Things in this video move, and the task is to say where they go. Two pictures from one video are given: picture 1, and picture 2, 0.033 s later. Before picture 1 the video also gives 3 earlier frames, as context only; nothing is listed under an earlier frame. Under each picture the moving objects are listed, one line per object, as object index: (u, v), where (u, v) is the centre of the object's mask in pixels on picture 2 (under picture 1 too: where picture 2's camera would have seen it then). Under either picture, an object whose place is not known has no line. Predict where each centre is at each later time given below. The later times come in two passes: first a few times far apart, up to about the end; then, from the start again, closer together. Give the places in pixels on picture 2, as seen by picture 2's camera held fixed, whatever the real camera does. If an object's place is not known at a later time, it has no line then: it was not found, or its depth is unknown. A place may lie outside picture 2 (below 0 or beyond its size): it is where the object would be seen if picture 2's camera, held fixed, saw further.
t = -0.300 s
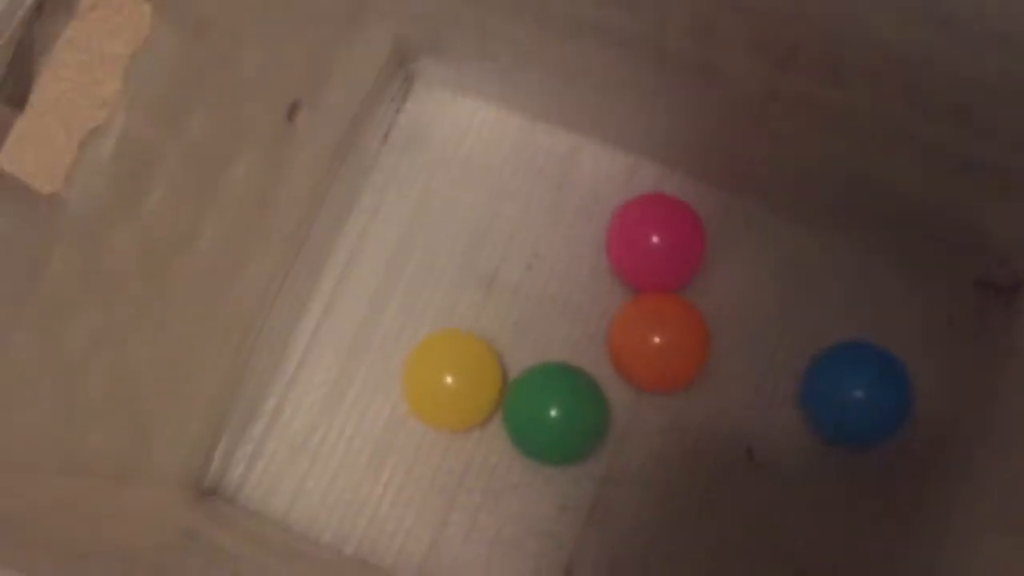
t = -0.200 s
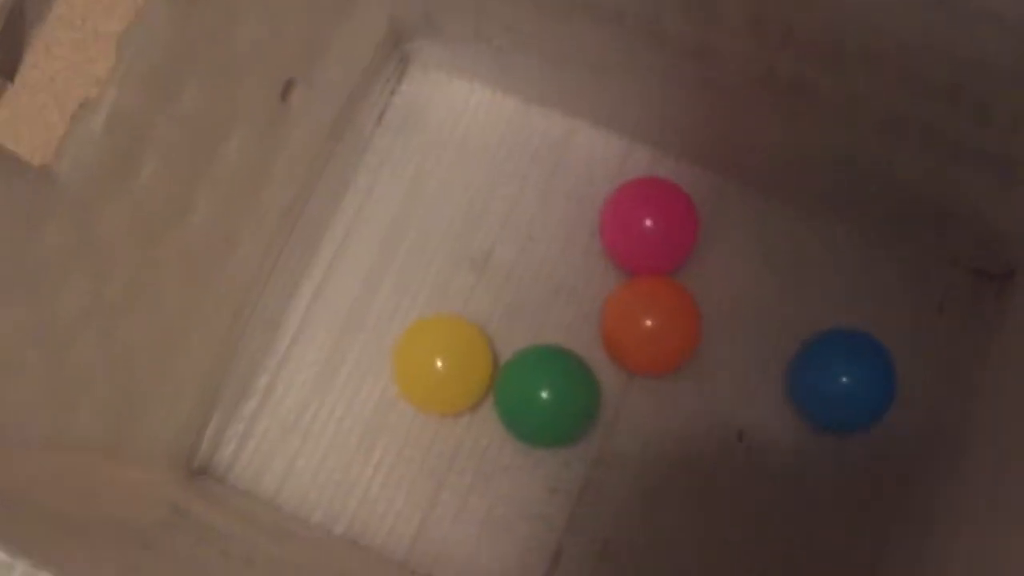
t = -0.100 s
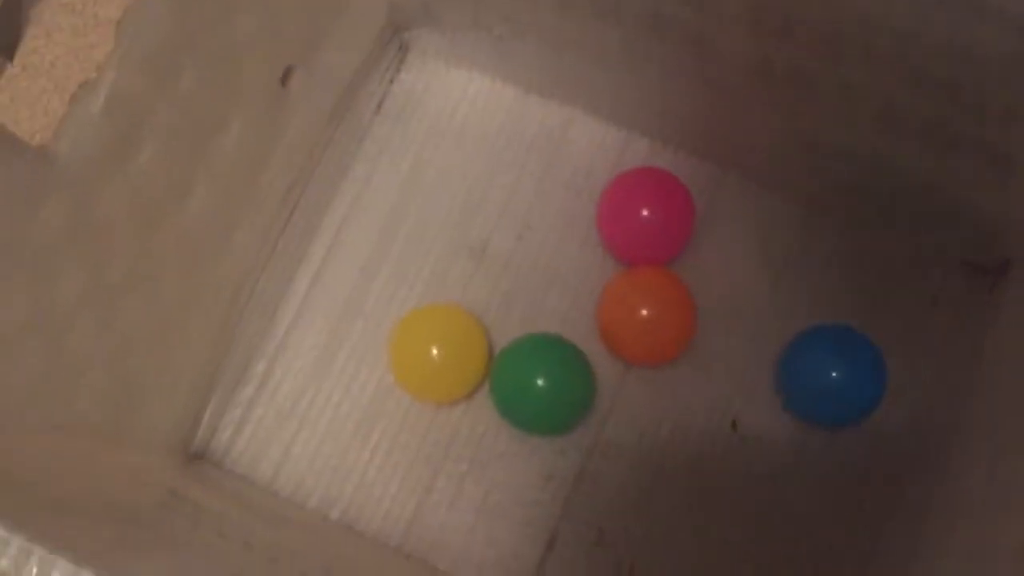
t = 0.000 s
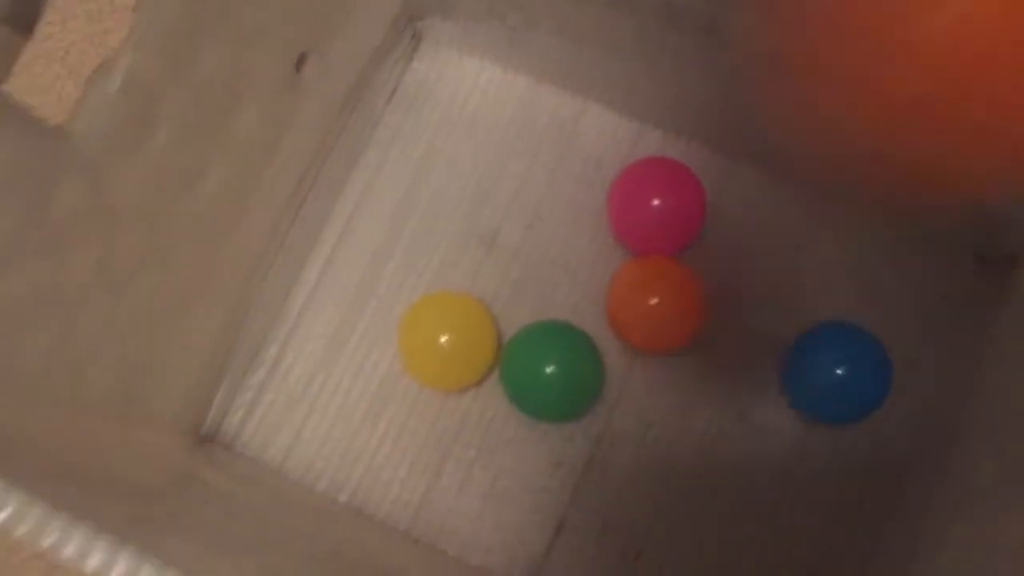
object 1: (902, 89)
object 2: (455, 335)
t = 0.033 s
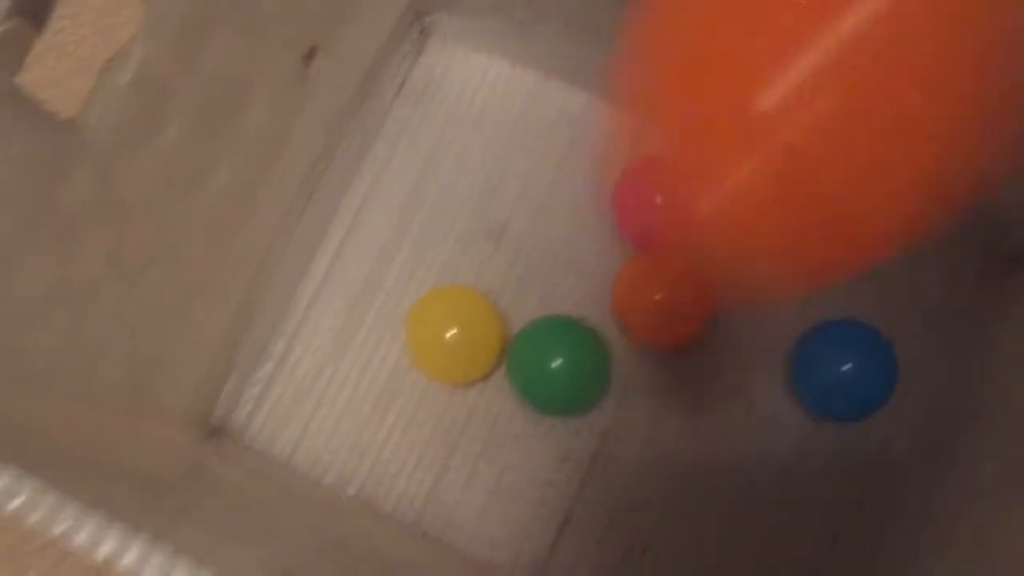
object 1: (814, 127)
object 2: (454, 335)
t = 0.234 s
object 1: (477, 451)
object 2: (455, 334)
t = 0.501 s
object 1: (349, 445)
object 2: (455, 334)
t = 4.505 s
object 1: (515, 215)
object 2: (489, 364)
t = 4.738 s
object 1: (509, 221)
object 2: (518, 382)
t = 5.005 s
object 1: (514, 211)
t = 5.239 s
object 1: (520, 201)
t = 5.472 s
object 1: (515, 202)
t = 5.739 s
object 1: (516, 208)
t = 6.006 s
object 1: (512, 218)
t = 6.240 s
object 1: (512, 218)
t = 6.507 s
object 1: (514, 210)
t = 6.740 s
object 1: (516, 208)
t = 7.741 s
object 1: (475, 147)
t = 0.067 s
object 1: (676, 197)
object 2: (455, 335)
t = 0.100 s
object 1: (575, 309)
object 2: (444, 336)
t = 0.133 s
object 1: (537, 367)
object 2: (438, 329)
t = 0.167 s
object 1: (511, 414)
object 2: (450, 329)
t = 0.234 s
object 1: (477, 451)
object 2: (455, 334)
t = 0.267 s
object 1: (444, 452)
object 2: (455, 334)
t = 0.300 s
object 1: (408, 456)
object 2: (455, 334)
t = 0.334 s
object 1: (379, 464)
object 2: (456, 334)
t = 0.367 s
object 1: (353, 473)
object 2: (455, 334)
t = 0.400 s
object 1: (336, 476)
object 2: (455, 334)
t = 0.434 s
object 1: (335, 463)
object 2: (455, 334)
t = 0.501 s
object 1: (349, 445)
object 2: (455, 334)
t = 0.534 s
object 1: (364, 439)
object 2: (456, 334)
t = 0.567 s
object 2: (456, 334)
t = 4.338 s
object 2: (469, 331)
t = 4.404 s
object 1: (520, 212)
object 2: (476, 348)
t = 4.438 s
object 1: (518, 213)
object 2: (479, 354)
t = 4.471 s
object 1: (516, 214)
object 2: (485, 359)
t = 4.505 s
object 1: (515, 215)
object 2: (489, 364)
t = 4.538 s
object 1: (513, 217)
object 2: (492, 369)
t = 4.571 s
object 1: (511, 218)
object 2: (498, 374)
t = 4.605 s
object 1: (510, 219)
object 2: (501, 375)
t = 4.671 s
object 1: (508, 220)
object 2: (509, 380)
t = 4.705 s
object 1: (508, 220)
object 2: (514, 381)
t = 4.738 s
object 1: (509, 221)
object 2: (518, 382)
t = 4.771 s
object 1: (511, 221)
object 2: (524, 383)
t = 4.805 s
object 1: (512, 221)
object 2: (529, 381)
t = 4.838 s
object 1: (513, 221)
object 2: (534, 380)
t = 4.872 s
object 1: (513, 219)
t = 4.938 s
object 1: (513, 215)
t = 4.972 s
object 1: (513, 213)
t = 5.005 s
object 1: (514, 211)
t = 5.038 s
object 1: (515, 209)
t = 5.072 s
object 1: (516, 207)
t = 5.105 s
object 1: (516, 206)
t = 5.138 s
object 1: (518, 205)
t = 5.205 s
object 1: (519, 204)
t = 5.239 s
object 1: (520, 201)
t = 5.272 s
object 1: (521, 201)
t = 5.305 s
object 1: (520, 201)
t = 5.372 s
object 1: (518, 202)
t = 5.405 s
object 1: (517, 202)
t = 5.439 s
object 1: (516, 202)
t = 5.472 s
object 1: (515, 202)
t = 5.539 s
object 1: (517, 203)
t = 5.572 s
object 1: (515, 202)
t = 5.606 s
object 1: (515, 203)
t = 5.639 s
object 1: (515, 204)
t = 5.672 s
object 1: (516, 205)
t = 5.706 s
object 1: (516, 206)
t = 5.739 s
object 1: (516, 208)
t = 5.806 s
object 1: (515, 211)
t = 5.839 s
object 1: (514, 212)
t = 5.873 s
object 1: (513, 213)
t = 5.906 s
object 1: (512, 214)
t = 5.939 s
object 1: (512, 216)
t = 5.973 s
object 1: (512, 217)
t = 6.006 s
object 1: (512, 218)
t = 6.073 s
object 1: (511, 219)
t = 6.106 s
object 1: (511, 219)
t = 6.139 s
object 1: (511, 219)
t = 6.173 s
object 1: (511, 219)
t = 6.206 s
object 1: (511, 218)
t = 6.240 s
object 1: (512, 218)
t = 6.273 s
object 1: (512, 217)
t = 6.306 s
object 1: (512, 216)
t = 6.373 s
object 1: (513, 214)
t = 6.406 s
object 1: (514, 213)
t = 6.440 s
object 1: (514, 212)
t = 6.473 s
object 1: (514, 211)
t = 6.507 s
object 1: (514, 210)
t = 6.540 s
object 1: (515, 209)
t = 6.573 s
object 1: (515, 208)
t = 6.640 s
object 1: (516, 207)
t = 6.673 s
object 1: (516, 208)
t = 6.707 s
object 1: (516, 208)
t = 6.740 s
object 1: (516, 208)
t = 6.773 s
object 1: (516, 208)
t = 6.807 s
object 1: (515, 208)
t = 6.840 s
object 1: (516, 209)
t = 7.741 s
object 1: (475, 147)
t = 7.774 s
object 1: (473, 146)
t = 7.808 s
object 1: (470, 146)
